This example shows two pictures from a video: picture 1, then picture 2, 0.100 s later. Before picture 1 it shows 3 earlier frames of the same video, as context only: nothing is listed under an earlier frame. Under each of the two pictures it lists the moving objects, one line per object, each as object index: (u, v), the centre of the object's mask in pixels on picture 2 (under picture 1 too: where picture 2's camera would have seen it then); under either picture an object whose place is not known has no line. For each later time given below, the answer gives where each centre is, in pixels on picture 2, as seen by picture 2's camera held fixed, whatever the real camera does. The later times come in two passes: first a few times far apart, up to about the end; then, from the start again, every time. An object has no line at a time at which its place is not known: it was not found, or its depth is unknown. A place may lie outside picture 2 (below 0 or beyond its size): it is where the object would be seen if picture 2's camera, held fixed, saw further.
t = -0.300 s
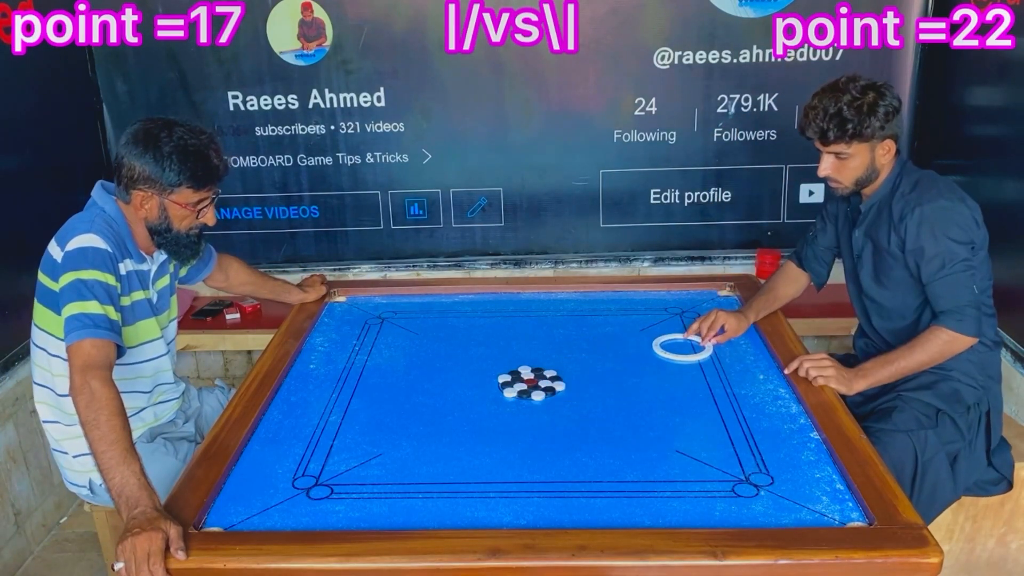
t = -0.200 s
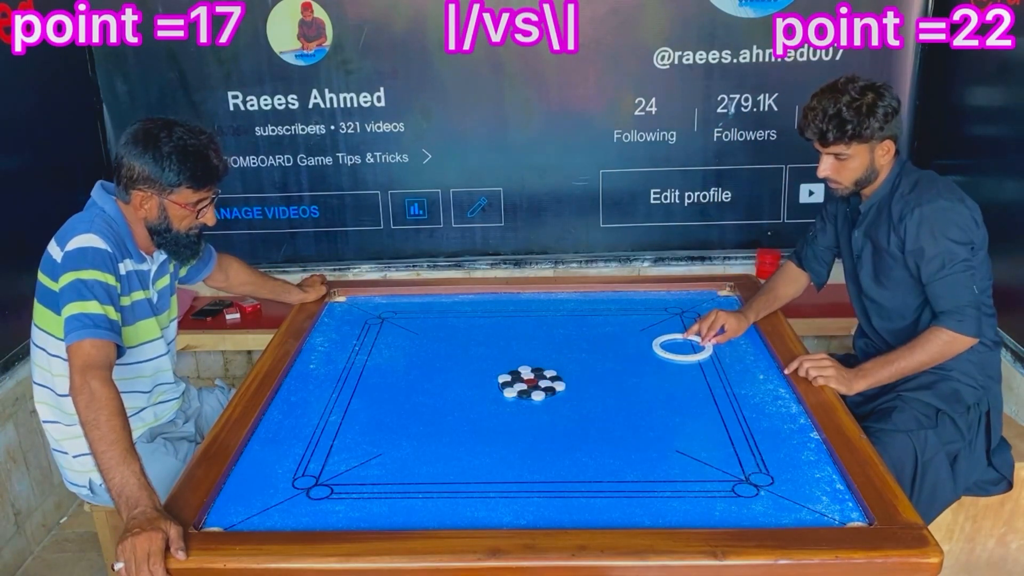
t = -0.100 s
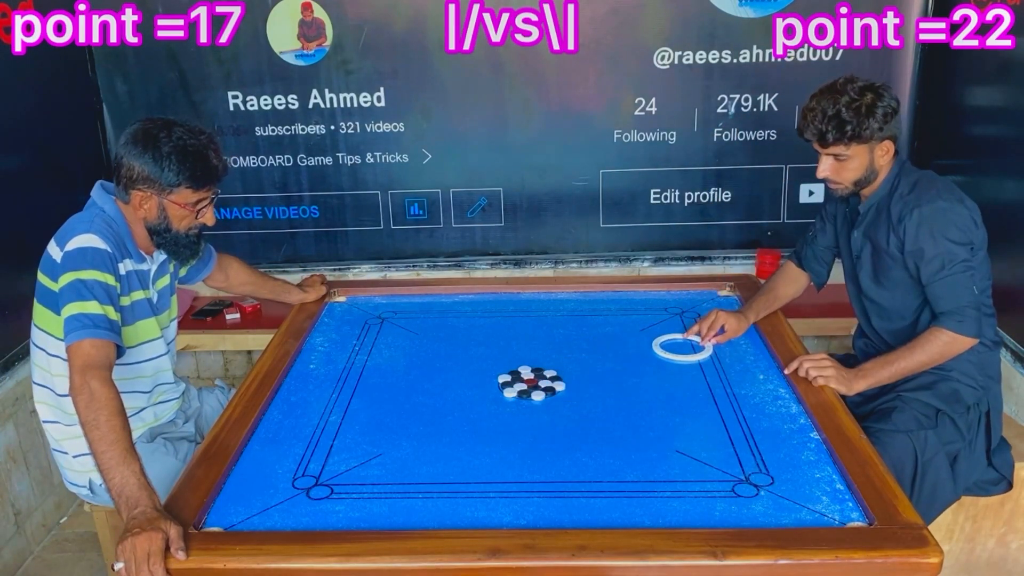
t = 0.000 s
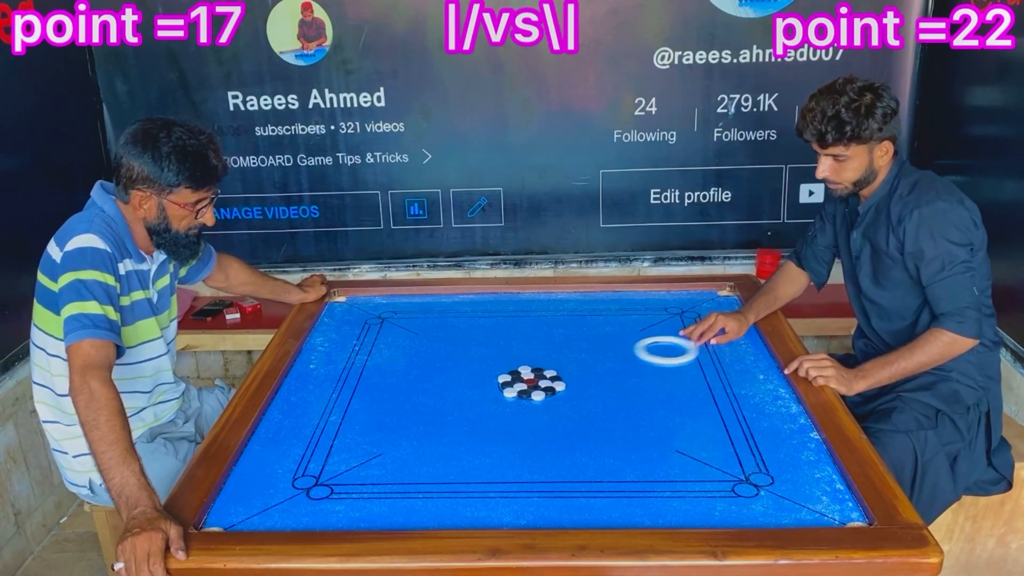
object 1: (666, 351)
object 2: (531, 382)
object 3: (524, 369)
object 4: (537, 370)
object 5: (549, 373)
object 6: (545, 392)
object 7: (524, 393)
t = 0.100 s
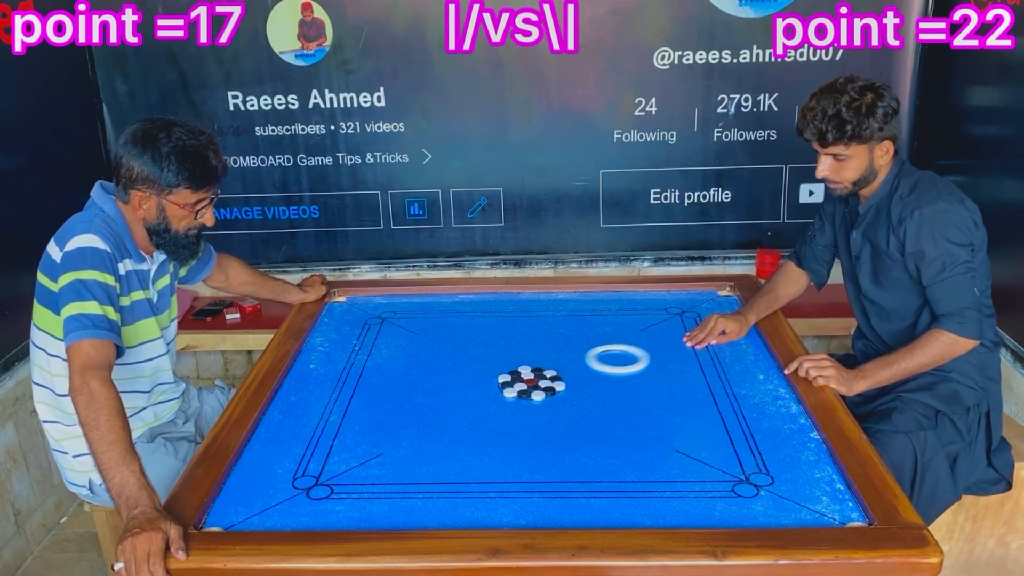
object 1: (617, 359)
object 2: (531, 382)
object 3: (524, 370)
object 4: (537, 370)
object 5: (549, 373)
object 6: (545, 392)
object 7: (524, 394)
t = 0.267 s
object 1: (563, 364)
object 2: (518, 386)
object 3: (496, 363)
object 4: (527, 370)
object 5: (538, 376)
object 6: (552, 400)
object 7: (529, 404)
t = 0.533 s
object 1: (520, 360)
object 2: (487, 394)
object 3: (424, 346)
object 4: (488, 367)
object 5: (509, 382)
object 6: (576, 426)
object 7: (543, 439)
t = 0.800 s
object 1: (486, 357)
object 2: (460, 401)
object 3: (363, 331)
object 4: (452, 365)
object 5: (486, 386)
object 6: (597, 452)
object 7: (559, 475)
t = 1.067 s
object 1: (459, 355)
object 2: (440, 408)
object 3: (332, 319)
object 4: (424, 363)
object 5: (470, 389)
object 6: (617, 477)
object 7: (575, 512)
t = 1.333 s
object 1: (440, 354)
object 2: (424, 412)
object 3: (376, 309)
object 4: (407, 362)
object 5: (464, 390)
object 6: (634, 499)
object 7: (583, 520)
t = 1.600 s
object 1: (427, 353)
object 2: (411, 416)
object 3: (412, 302)
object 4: (397, 362)
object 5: (464, 390)
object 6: (653, 498)
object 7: (581, 497)
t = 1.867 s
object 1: (420, 352)
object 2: (404, 418)
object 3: (442, 294)
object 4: (390, 362)
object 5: (464, 390)
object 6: (665, 490)
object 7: (580, 480)
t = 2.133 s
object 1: (419, 352)
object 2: (403, 419)
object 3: (460, 299)
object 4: (388, 361)
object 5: (464, 390)
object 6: (667, 488)
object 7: (580, 469)
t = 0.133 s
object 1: (601, 362)
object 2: (531, 382)
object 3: (524, 369)
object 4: (537, 370)
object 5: (549, 373)
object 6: (545, 391)
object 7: (524, 393)
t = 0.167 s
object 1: (585, 365)
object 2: (530, 382)
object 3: (524, 369)
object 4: (537, 370)
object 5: (549, 373)
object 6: (545, 391)
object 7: (524, 393)
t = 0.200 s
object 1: (576, 365)
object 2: (527, 383)
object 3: (516, 366)
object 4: (534, 370)
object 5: (546, 374)
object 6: (547, 393)
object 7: (525, 396)
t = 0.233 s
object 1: (569, 365)
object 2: (522, 385)
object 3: (506, 365)
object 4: (530, 370)
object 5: (542, 376)
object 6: (550, 396)
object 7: (527, 401)
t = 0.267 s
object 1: (563, 364)
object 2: (518, 386)
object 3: (496, 363)
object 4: (527, 370)
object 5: (538, 376)
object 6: (552, 400)
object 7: (529, 404)
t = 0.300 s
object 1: (557, 363)
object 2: (514, 387)
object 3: (486, 361)
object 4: (523, 371)
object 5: (534, 377)
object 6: (558, 403)
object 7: (531, 409)
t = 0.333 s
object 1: (551, 363)
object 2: (509, 388)
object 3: (477, 359)
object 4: (519, 370)
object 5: (530, 378)
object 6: (560, 406)
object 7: (533, 413)
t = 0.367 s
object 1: (546, 363)
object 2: (506, 389)
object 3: (468, 357)
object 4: (513, 369)
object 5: (526, 379)
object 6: (563, 409)
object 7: (535, 417)
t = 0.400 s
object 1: (540, 362)
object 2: (502, 390)
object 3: (459, 354)
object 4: (508, 369)
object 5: (523, 379)
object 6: (565, 413)
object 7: (537, 421)
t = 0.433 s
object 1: (535, 362)
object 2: (498, 391)
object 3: (450, 352)
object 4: (502, 368)
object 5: (519, 380)
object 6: (568, 416)
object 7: (538, 426)
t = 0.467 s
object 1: (530, 361)
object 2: (494, 392)
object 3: (441, 350)
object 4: (498, 368)
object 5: (516, 381)
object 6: (571, 419)
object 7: (540, 430)
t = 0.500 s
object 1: (525, 361)
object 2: (490, 393)
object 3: (432, 348)
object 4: (493, 367)
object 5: (512, 381)
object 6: (573, 423)
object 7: (542, 434)
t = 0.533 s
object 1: (520, 360)
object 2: (487, 394)
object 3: (424, 346)
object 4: (488, 367)
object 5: (509, 382)
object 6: (576, 426)
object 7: (543, 439)
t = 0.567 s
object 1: (516, 360)
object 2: (483, 395)
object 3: (416, 344)
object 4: (483, 367)
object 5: (506, 383)
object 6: (579, 429)
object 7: (545, 443)
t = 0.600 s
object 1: (511, 360)
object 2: (480, 396)
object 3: (408, 342)
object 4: (478, 367)
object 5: (502, 383)
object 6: (581, 432)
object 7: (547, 447)
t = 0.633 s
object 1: (507, 359)
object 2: (476, 397)
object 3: (400, 340)
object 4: (474, 366)
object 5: (499, 384)
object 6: (584, 435)
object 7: (549, 452)
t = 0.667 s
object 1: (502, 359)
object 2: (473, 397)
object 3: (392, 338)
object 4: (469, 366)
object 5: (497, 384)
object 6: (587, 439)
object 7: (551, 457)
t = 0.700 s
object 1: (498, 359)
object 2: (470, 398)
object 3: (385, 337)
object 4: (465, 366)
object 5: (494, 385)
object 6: (589, 442)
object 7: (553, 461)
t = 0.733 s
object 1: (494, 358)
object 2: (466, 399)
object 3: (377, 335)
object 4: (460, 366)
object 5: (491, 385)
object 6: (592, 445)
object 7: (555, 466)
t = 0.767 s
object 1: (490, 358)
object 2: (464, 400)
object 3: (370, 333)
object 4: (456, 365)
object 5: (488, 386)
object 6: (595, 448)
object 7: (557, 470)
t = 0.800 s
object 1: (486, 357)
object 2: (460, 401)
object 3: (363, 331)
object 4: (452, 365)
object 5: (486, 386)
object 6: (597, 452)
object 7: (559, 475)
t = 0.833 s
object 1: (482, 357)
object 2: (457, 402)
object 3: (356, 330)
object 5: (483, 387)
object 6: (600, 455)
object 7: (561, 480)
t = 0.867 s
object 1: (479, 357)
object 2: (455, 403)
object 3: (349, 328)
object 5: (481, 387)
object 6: (602, 458)
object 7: (563, 484)
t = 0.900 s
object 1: (475, 356)
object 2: (452, 404)
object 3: (343, 326)
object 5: (479, 388)
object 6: (605, 462)
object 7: (565, 489)
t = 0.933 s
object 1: (471, 356)
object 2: (450, 405)
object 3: (336, 325)
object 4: (436, 363)
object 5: (477, 388)
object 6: (607, 465)
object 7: (567, 493)
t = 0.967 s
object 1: (468, 356)
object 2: (447, 406)
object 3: (330, 324)
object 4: (432, 363)
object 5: (475, 388)
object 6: (610, 468)
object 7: (569, 498)
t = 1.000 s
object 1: (465, 356)
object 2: (445, 406)
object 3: (323, 322)
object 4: (429, 363)
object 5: (473, 389)
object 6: (612, 471)
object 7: (571, 503)
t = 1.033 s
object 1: (462, 355)
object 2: (442, 407)
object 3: (326, 321)
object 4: (426, 363)
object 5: (471, 389)
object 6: (615, 474)
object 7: (573, 507)
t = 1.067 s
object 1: (459, 355)
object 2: (440, 408)
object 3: (332, 319)
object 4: (424, 363)
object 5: (470, 389)
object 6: (617, 477)
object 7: (575, 512)
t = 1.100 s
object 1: (456, 355)
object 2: (438, 408)
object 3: (338, 318)
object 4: (422, 362)
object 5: (468, 390)
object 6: (619, 480)
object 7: (577, 516)
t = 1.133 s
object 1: (454, 355)
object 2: (436, 409)
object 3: (344, 317)
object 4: (419, 362)
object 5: (467, 390)
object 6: (622, 483)
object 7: (579, 521)
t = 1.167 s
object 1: (451, 355)
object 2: (433, 410)
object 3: (350, 316)
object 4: (417, 363)
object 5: (466, 390)
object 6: (624, 486)
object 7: (581, 524)
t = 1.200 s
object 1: (449, 354)
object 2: (431, 410)
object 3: (355, 314)
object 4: (414, 362)
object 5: (465, 390)
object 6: (626, 489)
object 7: (583, 526)
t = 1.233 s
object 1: (446, 354)
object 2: (429, 411)
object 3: (361, 313)
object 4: (413, 362)
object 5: (465, 390)
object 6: (628, 492)
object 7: (583, 526)
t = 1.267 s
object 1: (444, 354)
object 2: (428, 411)
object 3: (366, 312)
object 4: (411, 362)
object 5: (465, 390)
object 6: (630, 494)
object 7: (584, 524)
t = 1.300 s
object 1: (442, 354)
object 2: (426, 412)
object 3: (371, 311)
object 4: (409, 362)
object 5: (464, 390)
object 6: (633, 497)
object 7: (583, 523)
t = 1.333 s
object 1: (440, 354)
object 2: (424, 412)
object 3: (376, 309)
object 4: (407, 362)
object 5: (464, 390)
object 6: (634, 499)
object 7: (583, 520)
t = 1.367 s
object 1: (438, 353)
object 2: (422, 413)
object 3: (381, 308)
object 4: (405, 362)
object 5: (464, 390)
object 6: (637, 502)
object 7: (583, 517)
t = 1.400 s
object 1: (436, 353)
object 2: (420, 413)
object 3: (386, 307)
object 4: (404, 362)
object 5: (464, 390)
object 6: (638, 503)
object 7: (583, 514)
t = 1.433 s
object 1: (435, 353)
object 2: (418, 414)
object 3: (391, 306)
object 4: (403, 362)
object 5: (464, 390)
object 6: (640, 505)
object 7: (583, 510)
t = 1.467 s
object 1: (433, 353)
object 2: (417, 414)
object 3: (395, 305)
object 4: (402, 362)
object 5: (464, 390)
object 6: (643, 504)
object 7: (582, 508)
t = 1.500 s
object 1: (431, 353)
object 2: (415, 415)
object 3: (399, 304)
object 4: (400, 362)
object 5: (464, 390)
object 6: (645, 503)
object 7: (582, 505)
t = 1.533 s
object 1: (430, 353)
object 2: (414, 415)
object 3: (404, 303)
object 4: (399, 362)
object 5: (464, 390)
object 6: (648, 501)
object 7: (582, 502)
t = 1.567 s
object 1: (429, 353)
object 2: (413, 416)
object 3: (408, 302)
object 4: (398, 362)
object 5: (464, 390)
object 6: (650, 499)
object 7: (581, 499)
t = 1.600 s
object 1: (427, 353)
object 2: (411, 416)
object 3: (412, 302)
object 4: (397, 362)
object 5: (464, 390)
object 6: (653, 498)
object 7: (581, 497)
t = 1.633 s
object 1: (426, 353)
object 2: (410, 416)
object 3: (417, 300)
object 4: (396, 362)
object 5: (464, 390)
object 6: (655, 496)
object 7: (581, 494)
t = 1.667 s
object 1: (425, 353)
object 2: (409, 417)
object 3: (420, 300)
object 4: (395, 362)
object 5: (464, 390)
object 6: (657, 495)
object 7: (581, 492)
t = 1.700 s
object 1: (424, 353)
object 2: (408, 417)
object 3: (424, 298)
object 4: (394, 362)
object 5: (464, 391)
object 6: (659, 494)
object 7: (580, 490)
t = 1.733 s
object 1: (423, 353)
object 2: (407, 417)
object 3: (428, 298)
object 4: (393, 362)
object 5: (464, 390)
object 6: (660, 493)
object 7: (581, 487)
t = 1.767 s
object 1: (422, 352)
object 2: (406, 418)
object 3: (432, 297)
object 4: (392, 362)
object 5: (464, 390)
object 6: (661, 492)
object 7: (581, 485)
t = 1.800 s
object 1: (422, 352)
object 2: (405, 418)
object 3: (435, 296)
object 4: (391, 362)
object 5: (464, 390)
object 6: (663, 491)
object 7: (580, 483)
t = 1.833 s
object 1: (421, 352)
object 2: (405, 418)
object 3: (439, 295)
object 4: (390, 362)
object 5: (464, 390)
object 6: (664, 490)
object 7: (580, 482)
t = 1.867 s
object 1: (420, 352)
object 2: (404, 418)
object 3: (442, 294)
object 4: (390, 362)
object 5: (464, 390)
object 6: (665, 490)
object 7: (580, 480)
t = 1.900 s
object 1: (420, 352)
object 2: (404, 418)
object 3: (445, 295)
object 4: (390, 362)
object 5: (464, 390)
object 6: (665, 489)
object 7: (580, 478)
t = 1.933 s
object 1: (420, 352)
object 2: (404, 419)
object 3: (447, 295)
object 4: (390, 362)
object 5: (464, 390)
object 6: (666, 489)
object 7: (580, 476)
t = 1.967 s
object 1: (420, 352)
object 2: (403, 419)
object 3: (449, 296)
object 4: (389, 362)
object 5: (464, 390)
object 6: (666, 489)
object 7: (580, 475)
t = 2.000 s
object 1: (419, 352)
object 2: (403, 419)
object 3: (452, 297)
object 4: (389, 361)
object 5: (464, 390)
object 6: (667, 488)
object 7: (580, 473)
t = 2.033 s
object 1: (419, 352)
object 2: (403, 419)
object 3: (454, 297)
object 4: (389, 361)
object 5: (464, 390)
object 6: (667, 488)
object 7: (579, 472)
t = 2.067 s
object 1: (419, 352)
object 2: (403, 419)
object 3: (456, 298)
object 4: (389, 362)
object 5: (464, 391)
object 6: (667, 488)
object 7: (580, 471)
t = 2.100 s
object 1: (419, 352)
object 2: (403, 419)
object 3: (458, 298)
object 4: (388, 361)
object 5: (464, 390)
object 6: (667, 488)
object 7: (580, 470)
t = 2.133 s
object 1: (419, 352)
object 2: (403, 419)
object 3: (460, 299)
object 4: (388, 361)
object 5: (464, 390)
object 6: (667, 488)
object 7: (580, 469)
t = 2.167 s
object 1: (419, 352)
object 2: (403, 419)
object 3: (461, 299)
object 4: (388, 362)
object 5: (464, 391)
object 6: (667, 488)
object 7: (580, 468)
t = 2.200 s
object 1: (419, 352)
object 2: (403, 419)
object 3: (463, 299)
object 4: (388, 361)
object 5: (464, 390)
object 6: (667, 488)
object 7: (580, 467)
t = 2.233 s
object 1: (419, 352)
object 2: (403, 419)
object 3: (465, 300)
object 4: (388, 361)
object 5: (464, 390)
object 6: (667, 488)
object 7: (579, 466)
